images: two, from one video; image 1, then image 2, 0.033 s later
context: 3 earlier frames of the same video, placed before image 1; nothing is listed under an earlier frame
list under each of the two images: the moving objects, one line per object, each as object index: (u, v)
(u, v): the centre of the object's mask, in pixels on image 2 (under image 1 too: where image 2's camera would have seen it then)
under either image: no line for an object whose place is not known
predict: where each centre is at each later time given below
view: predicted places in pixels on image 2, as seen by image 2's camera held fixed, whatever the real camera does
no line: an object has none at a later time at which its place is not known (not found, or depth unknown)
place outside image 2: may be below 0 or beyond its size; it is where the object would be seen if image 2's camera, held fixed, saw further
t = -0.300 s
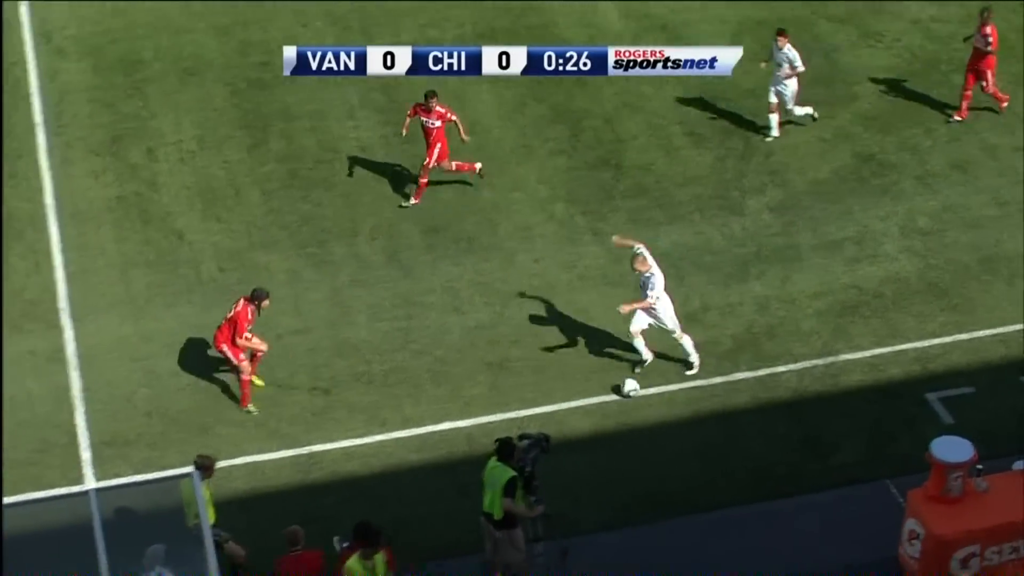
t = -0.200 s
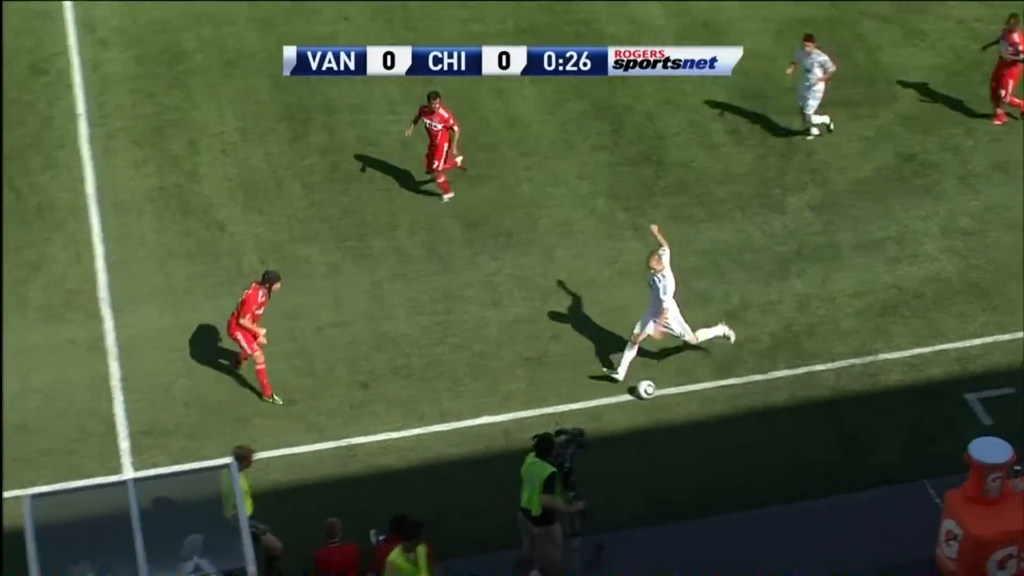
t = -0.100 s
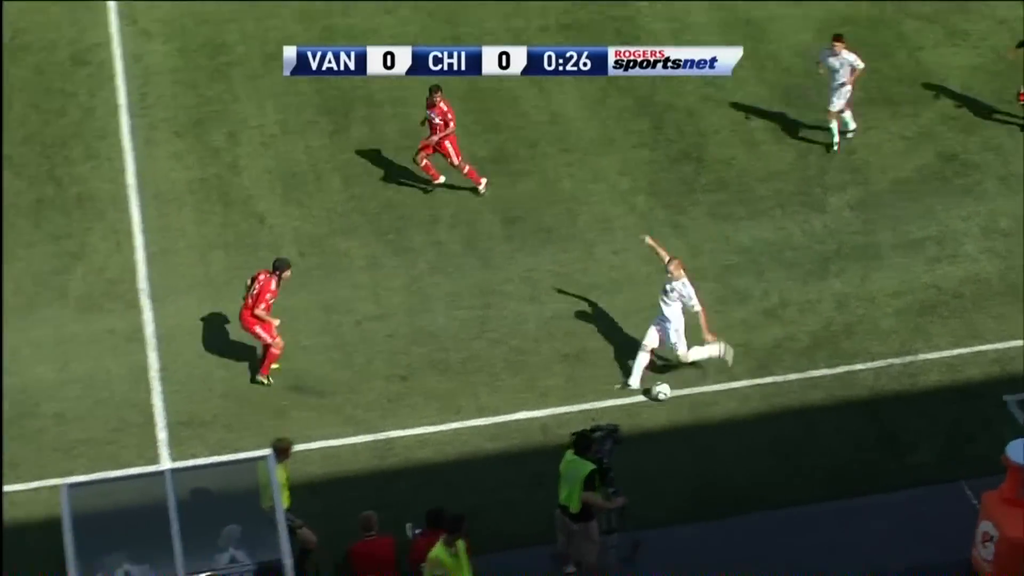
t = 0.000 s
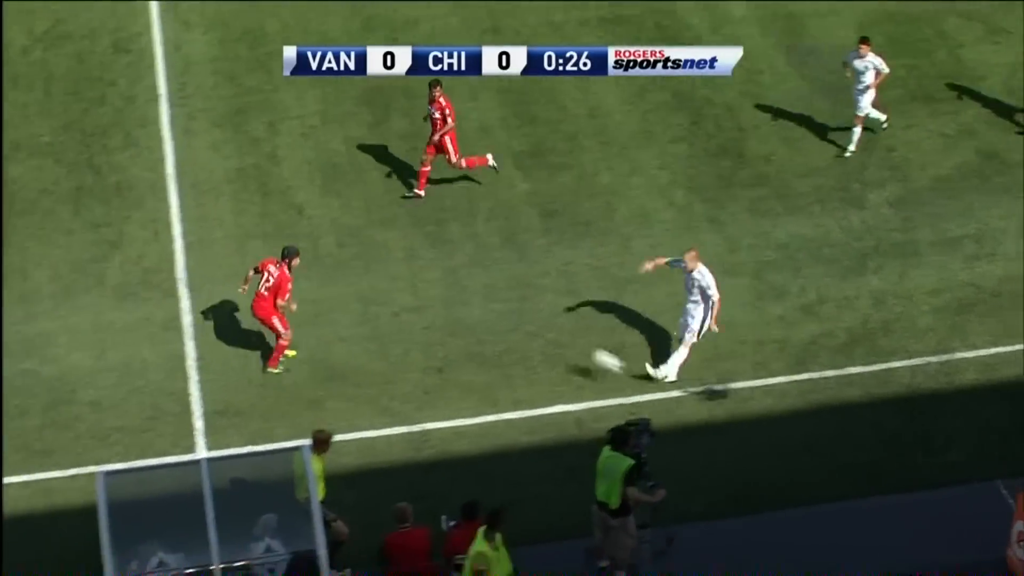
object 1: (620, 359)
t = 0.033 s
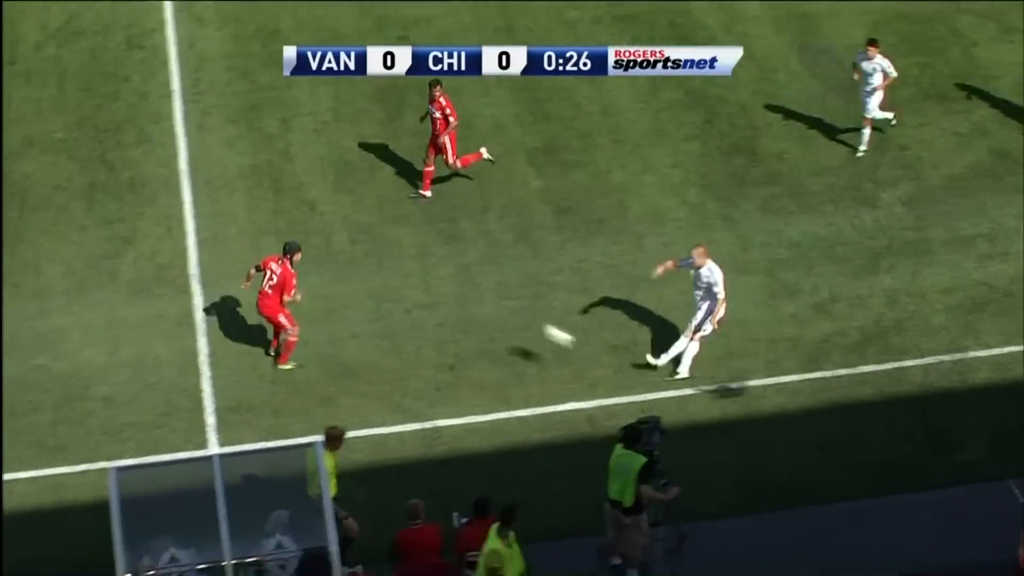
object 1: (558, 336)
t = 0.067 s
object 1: (499, 315)
